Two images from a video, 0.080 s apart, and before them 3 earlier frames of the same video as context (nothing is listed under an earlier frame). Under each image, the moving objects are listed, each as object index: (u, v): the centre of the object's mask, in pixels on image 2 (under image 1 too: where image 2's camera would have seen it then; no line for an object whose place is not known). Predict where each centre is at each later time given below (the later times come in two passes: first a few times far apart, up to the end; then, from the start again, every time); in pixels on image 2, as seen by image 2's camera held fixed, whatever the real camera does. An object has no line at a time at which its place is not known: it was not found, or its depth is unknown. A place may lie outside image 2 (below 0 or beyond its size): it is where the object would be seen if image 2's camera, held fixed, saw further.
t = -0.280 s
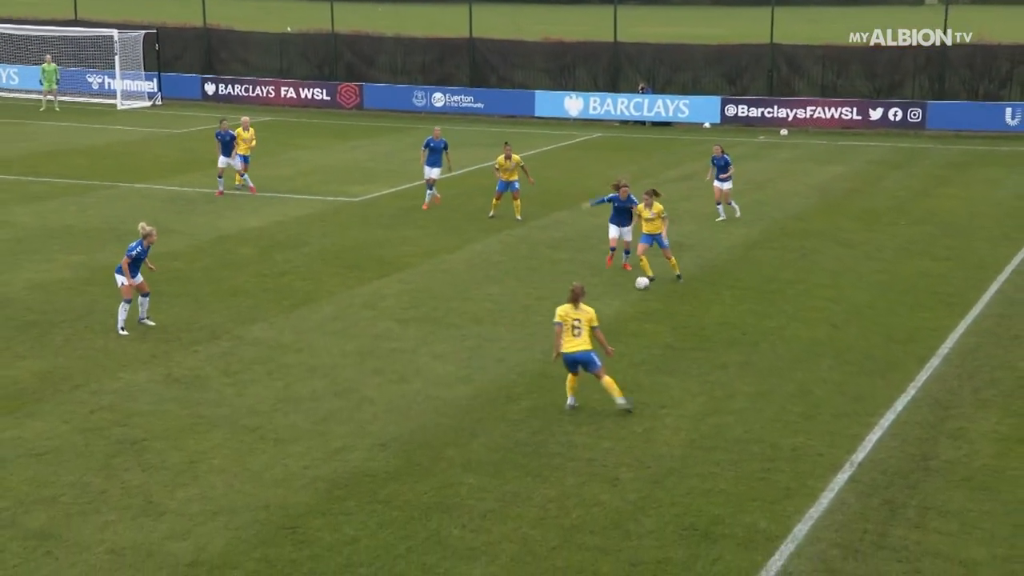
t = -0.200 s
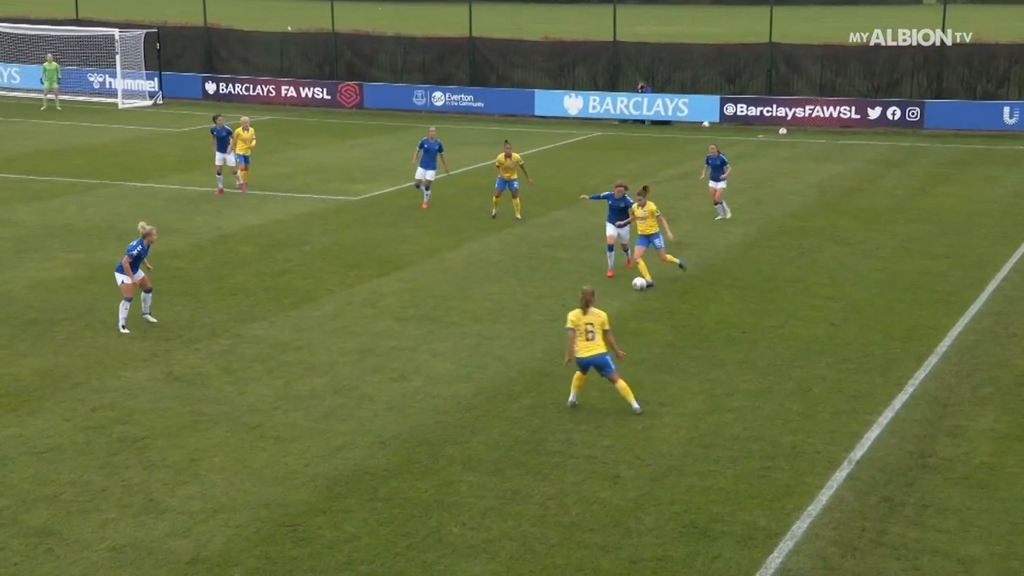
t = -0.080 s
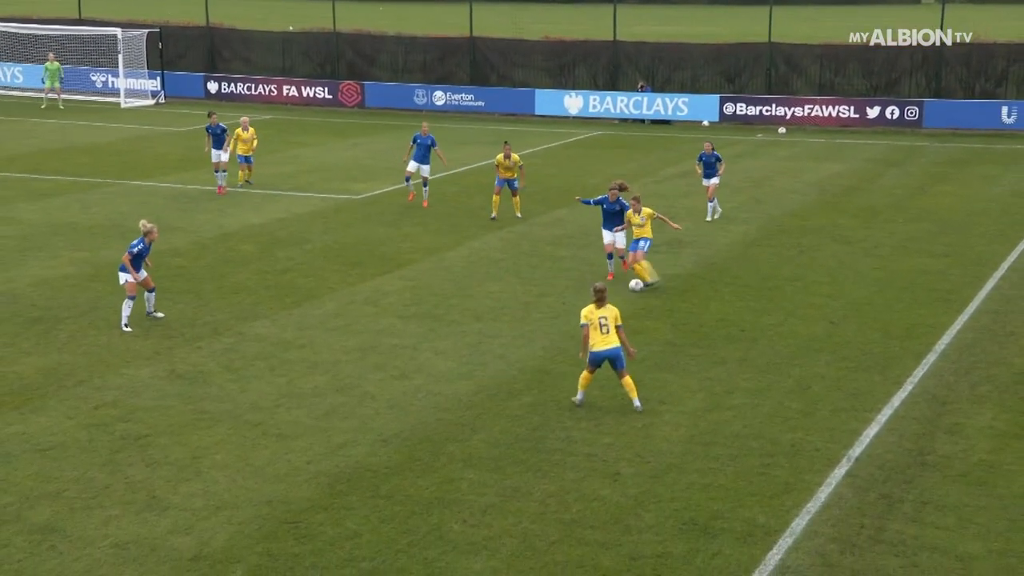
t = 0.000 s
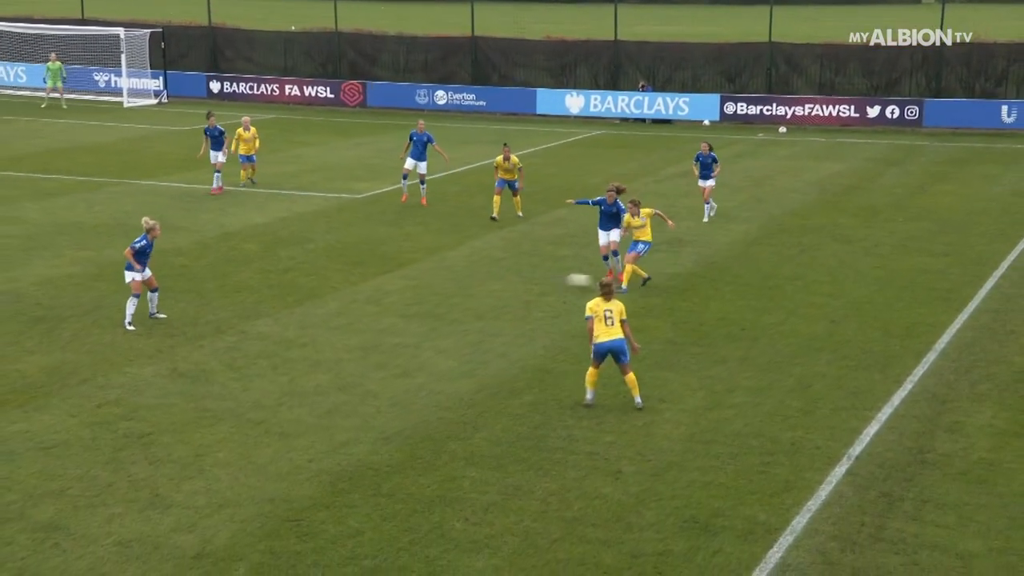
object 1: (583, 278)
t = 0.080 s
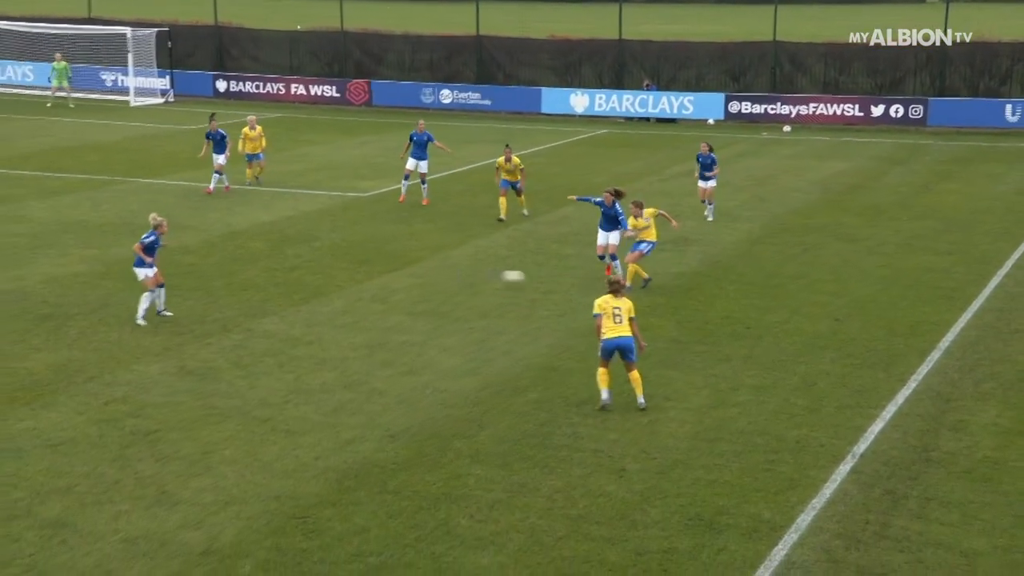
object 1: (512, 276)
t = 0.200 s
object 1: (407, 281)
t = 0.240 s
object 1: (376, 280)
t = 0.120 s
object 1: (476, 276)
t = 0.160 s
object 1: (442, 278)
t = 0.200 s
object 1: (407, 281)
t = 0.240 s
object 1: (376, 280)
